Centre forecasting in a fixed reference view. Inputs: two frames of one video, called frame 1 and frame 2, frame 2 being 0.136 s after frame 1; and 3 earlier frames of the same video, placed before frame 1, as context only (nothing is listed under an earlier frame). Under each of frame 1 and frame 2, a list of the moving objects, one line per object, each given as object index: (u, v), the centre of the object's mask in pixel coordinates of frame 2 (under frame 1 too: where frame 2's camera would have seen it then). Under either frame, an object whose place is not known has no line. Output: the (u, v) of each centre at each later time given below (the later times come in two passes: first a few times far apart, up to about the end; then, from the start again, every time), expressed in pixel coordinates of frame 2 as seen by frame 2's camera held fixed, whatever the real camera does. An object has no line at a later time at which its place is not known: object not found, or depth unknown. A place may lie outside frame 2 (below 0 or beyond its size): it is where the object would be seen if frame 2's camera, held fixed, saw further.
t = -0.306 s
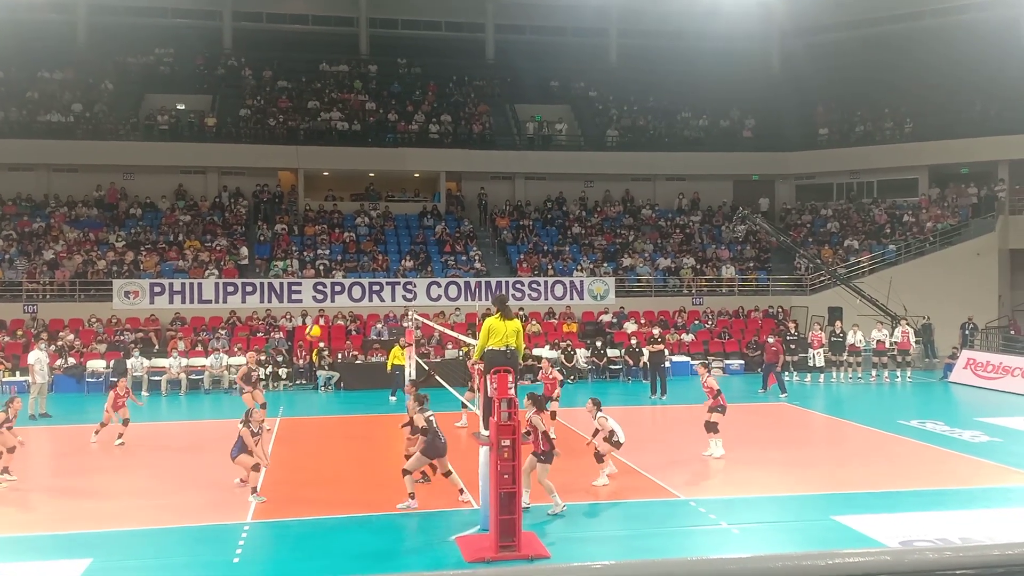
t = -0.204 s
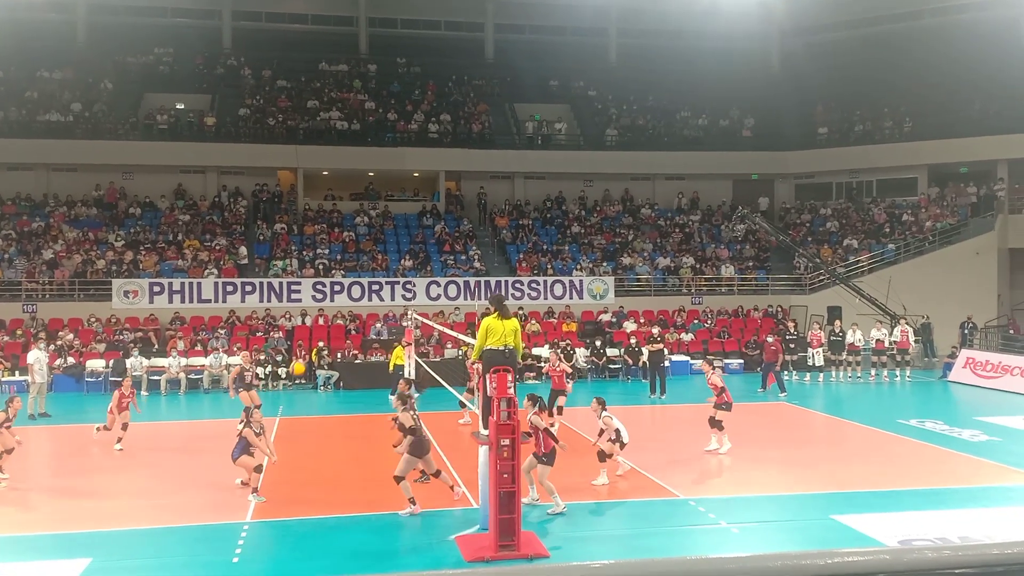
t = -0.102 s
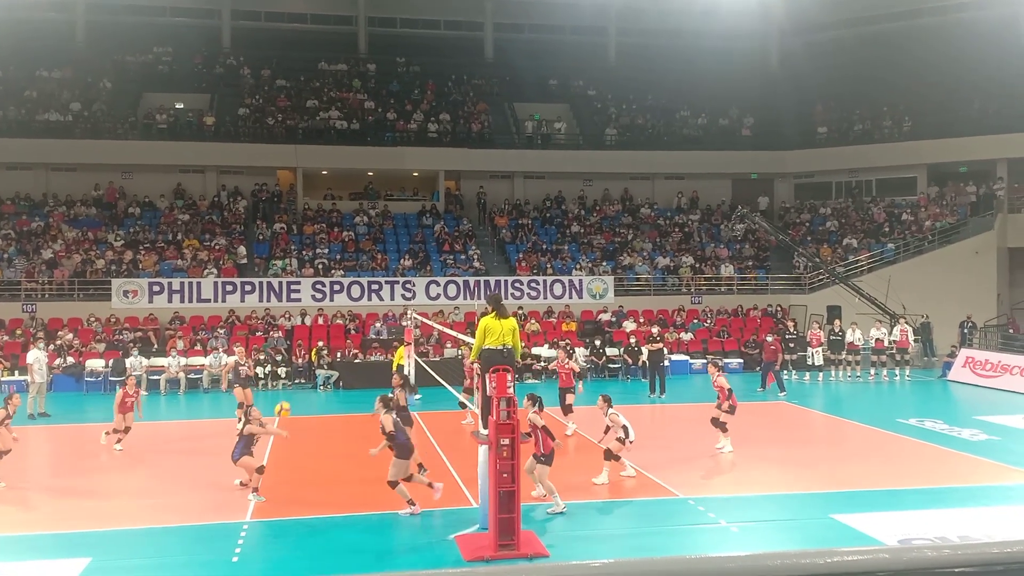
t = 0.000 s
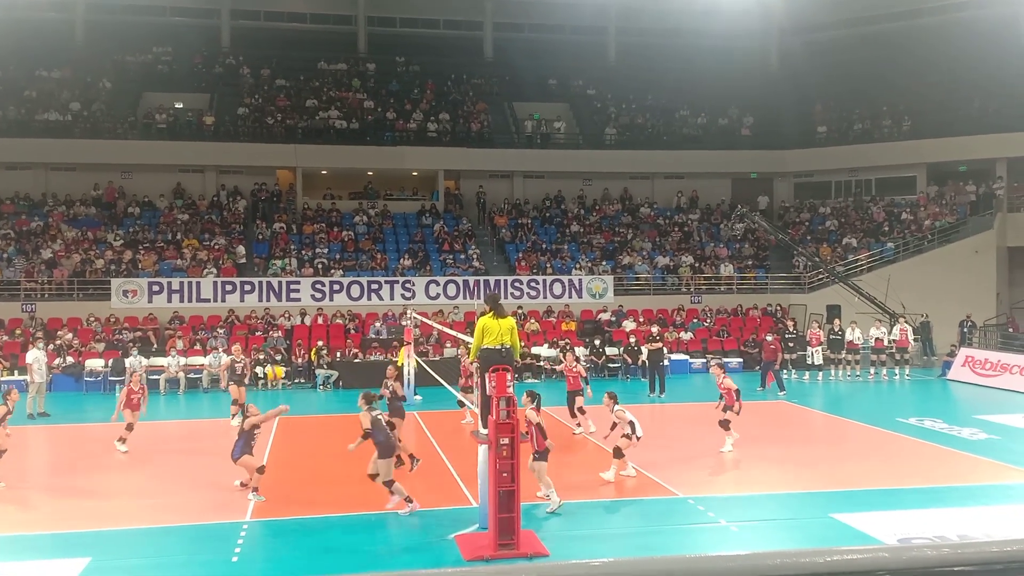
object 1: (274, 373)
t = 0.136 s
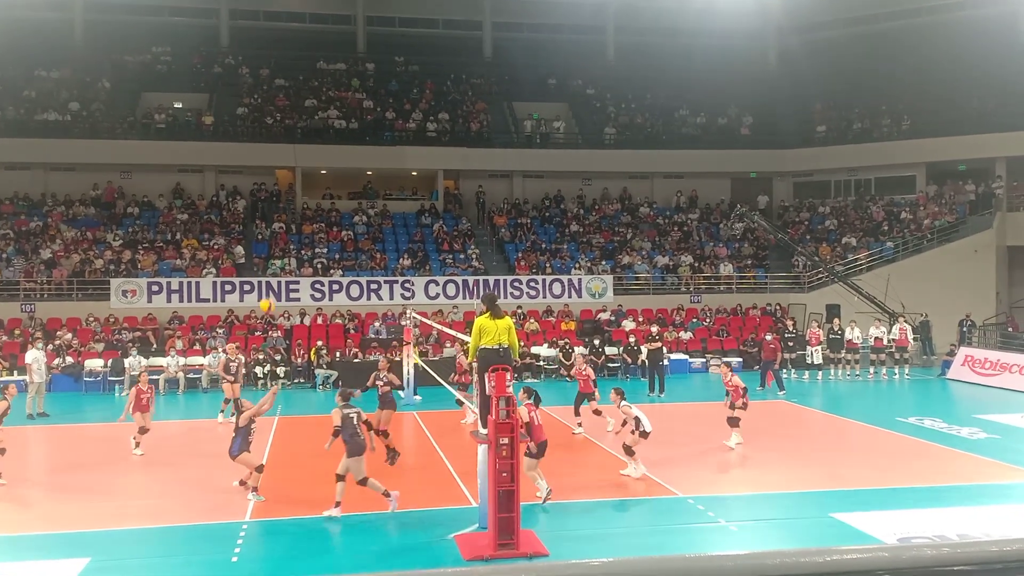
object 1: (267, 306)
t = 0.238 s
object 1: (262, 265)
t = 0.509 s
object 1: (246, 198)
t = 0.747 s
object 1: (239, 176)
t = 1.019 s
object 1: (231, 196)
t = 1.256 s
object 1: (225, 244)
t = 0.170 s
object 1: (265, 291)
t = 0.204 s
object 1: (264, 277)
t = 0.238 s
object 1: (262, 265)
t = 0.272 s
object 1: (260, 254)
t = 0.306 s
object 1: (258, 243)
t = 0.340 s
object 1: (256, 233)
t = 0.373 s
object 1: (255, 224)
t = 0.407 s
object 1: (253, 216)
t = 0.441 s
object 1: (251, 208)
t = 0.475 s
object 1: (247, 202)
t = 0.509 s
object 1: (246, 198)
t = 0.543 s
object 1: (247, 191)
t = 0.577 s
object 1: (245, 186)
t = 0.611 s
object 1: (244, 183)
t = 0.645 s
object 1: (243, 180)
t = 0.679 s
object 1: (242, 178)
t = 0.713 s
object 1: (241, 177)
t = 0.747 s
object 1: (239, 176)
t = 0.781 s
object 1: (238, 176)
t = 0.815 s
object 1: (237, 177)
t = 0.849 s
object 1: (236, 179)
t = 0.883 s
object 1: (235, 181)
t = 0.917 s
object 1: (234, 183)
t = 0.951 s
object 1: (233, 187)
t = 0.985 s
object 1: (232, 191)
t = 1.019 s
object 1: (231, 196)
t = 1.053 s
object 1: (230, 201)
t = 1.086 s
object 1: (229, 207)
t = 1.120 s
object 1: (228, 213)
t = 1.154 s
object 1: (227, 220)
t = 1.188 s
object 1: (227, 228)
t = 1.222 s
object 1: (226, 236)
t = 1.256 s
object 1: (225, 244)
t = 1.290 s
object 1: (225, 254)
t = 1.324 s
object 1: (224, 264)
